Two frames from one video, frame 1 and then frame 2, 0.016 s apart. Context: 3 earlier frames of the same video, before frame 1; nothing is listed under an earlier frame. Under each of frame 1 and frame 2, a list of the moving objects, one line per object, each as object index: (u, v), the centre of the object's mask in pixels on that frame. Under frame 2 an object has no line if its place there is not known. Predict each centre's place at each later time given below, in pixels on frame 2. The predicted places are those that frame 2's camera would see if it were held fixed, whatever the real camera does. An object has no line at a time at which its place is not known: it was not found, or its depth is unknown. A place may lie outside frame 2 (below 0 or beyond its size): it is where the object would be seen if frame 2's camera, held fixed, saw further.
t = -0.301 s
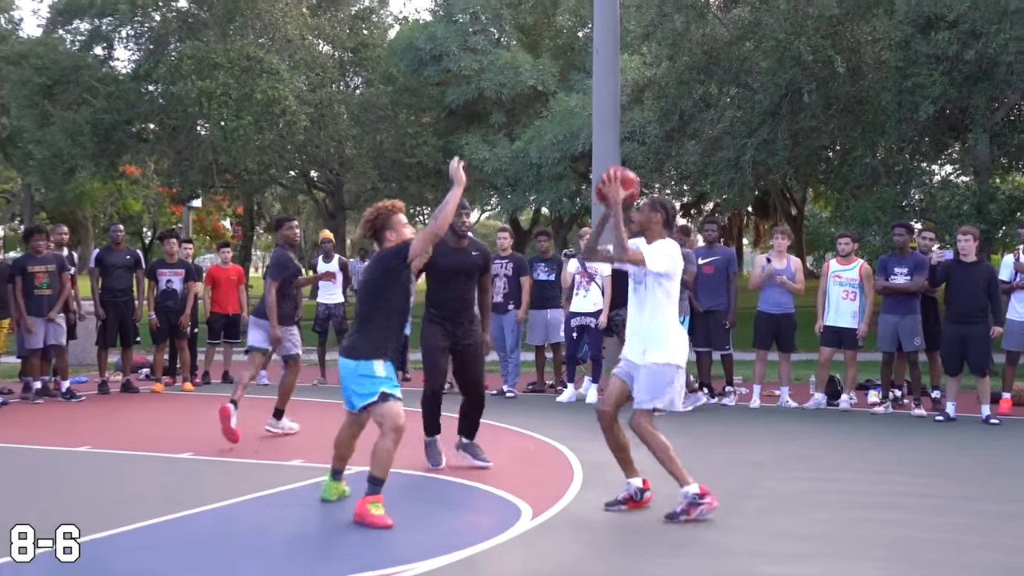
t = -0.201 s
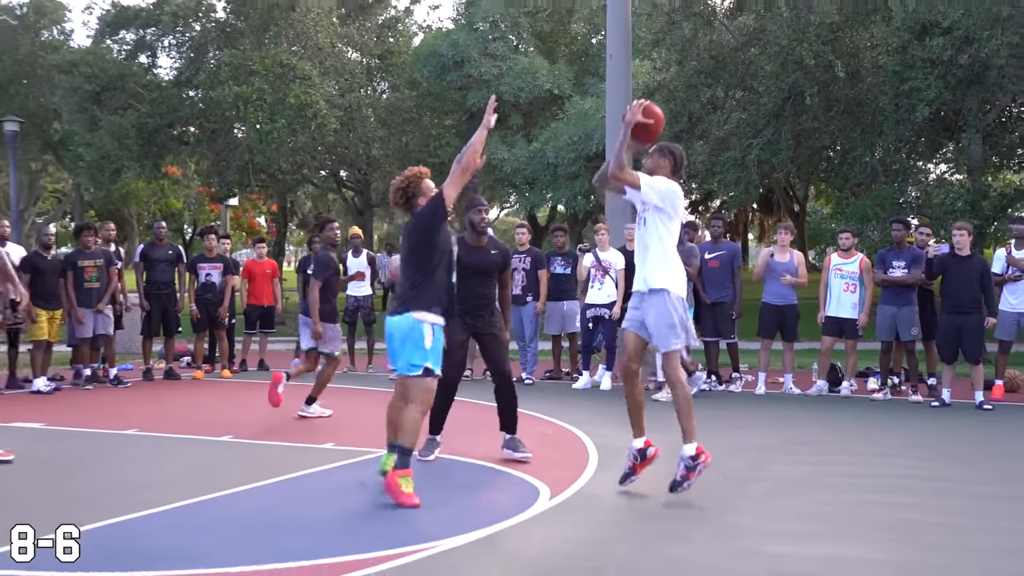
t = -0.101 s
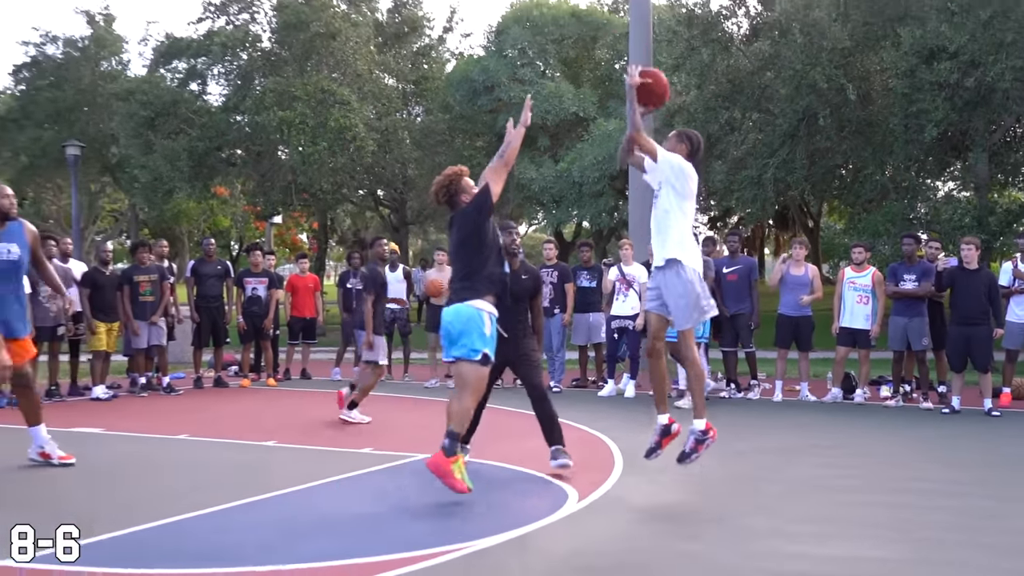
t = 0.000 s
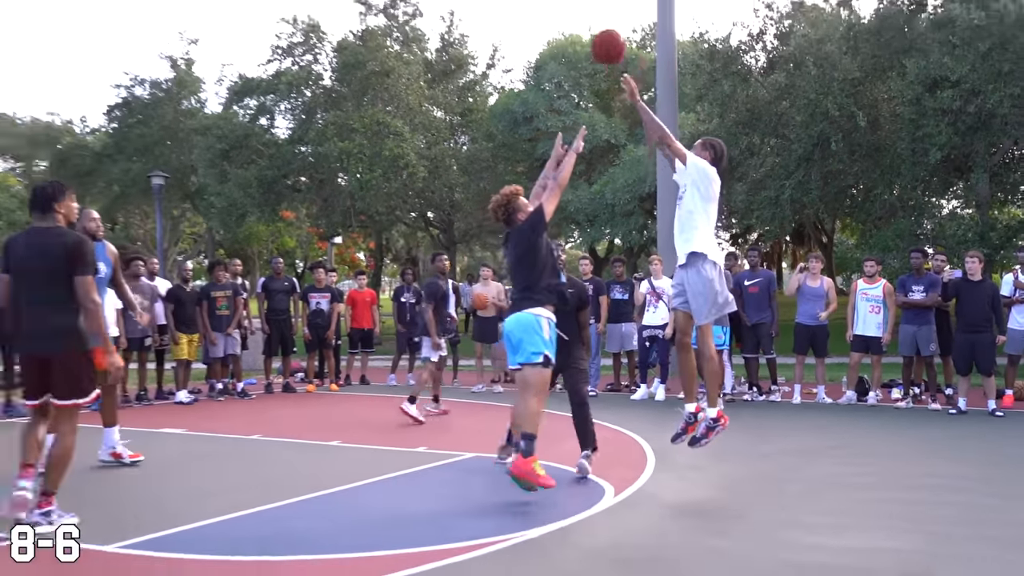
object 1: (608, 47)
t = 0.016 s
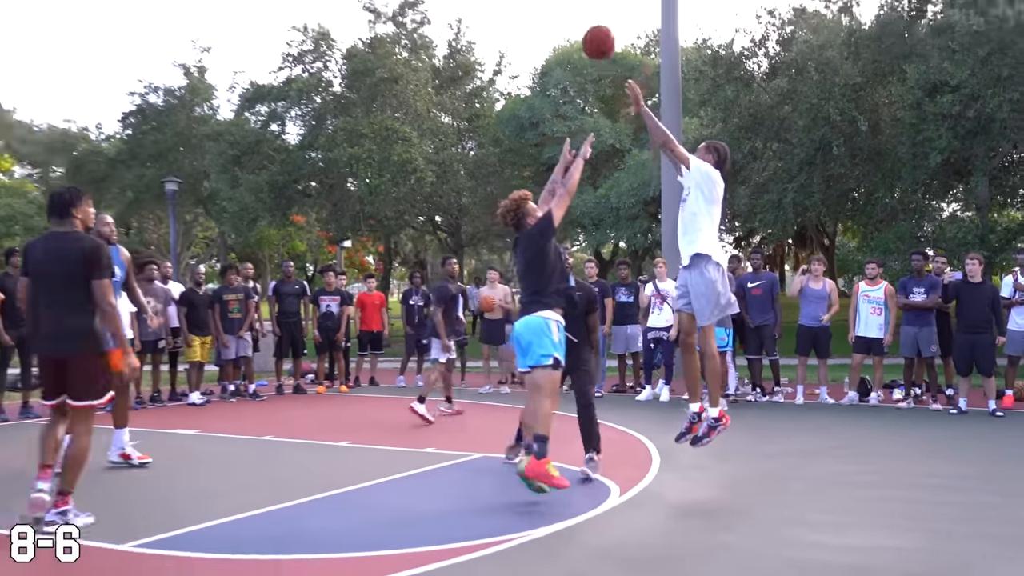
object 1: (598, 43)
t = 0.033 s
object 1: (584, 28)
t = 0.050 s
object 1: (570, 14)
